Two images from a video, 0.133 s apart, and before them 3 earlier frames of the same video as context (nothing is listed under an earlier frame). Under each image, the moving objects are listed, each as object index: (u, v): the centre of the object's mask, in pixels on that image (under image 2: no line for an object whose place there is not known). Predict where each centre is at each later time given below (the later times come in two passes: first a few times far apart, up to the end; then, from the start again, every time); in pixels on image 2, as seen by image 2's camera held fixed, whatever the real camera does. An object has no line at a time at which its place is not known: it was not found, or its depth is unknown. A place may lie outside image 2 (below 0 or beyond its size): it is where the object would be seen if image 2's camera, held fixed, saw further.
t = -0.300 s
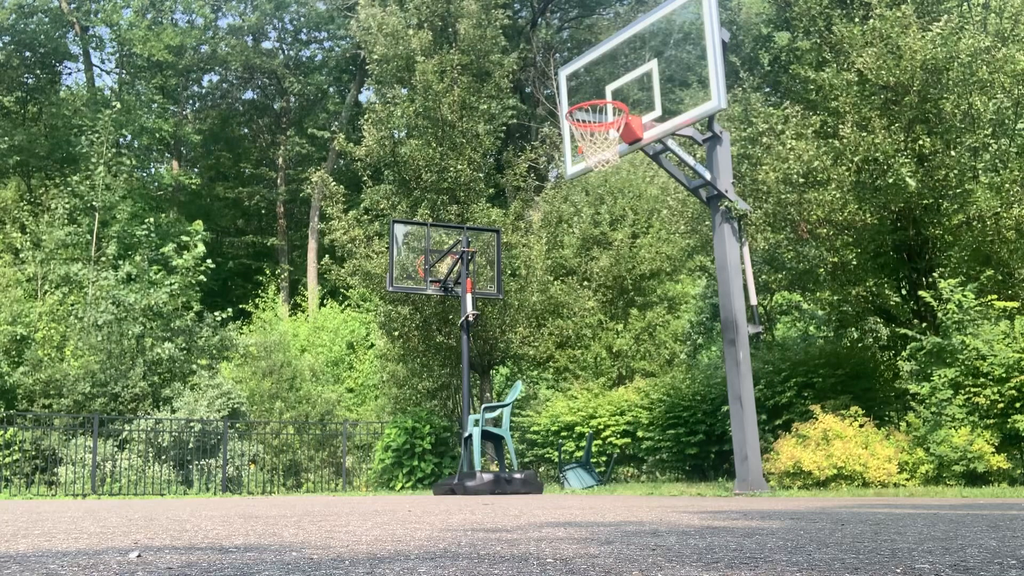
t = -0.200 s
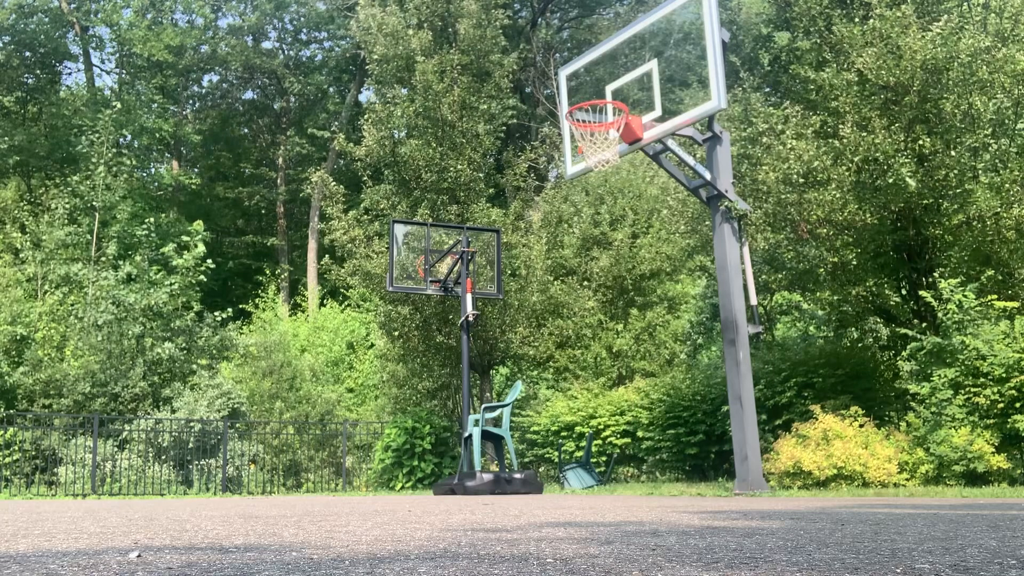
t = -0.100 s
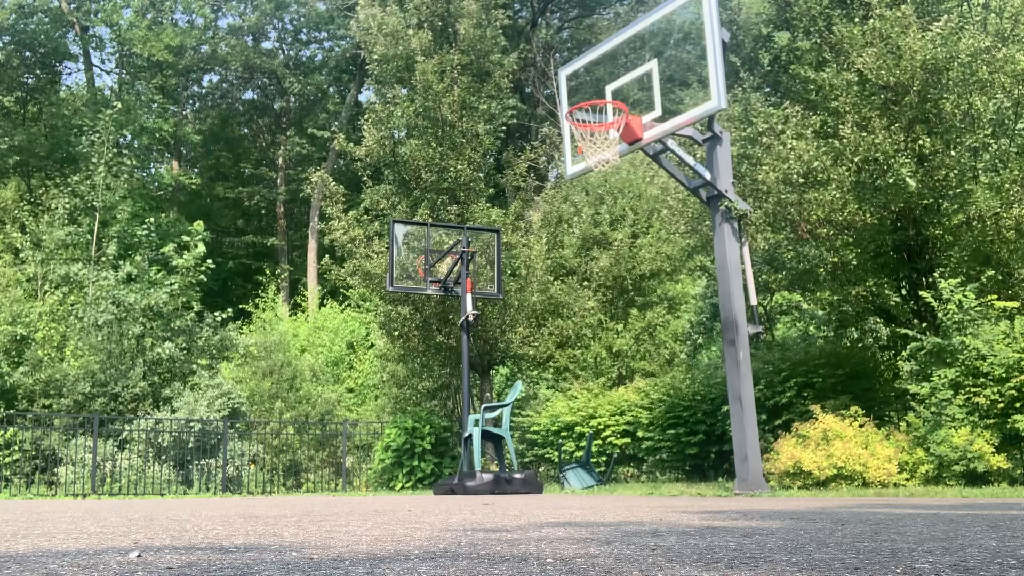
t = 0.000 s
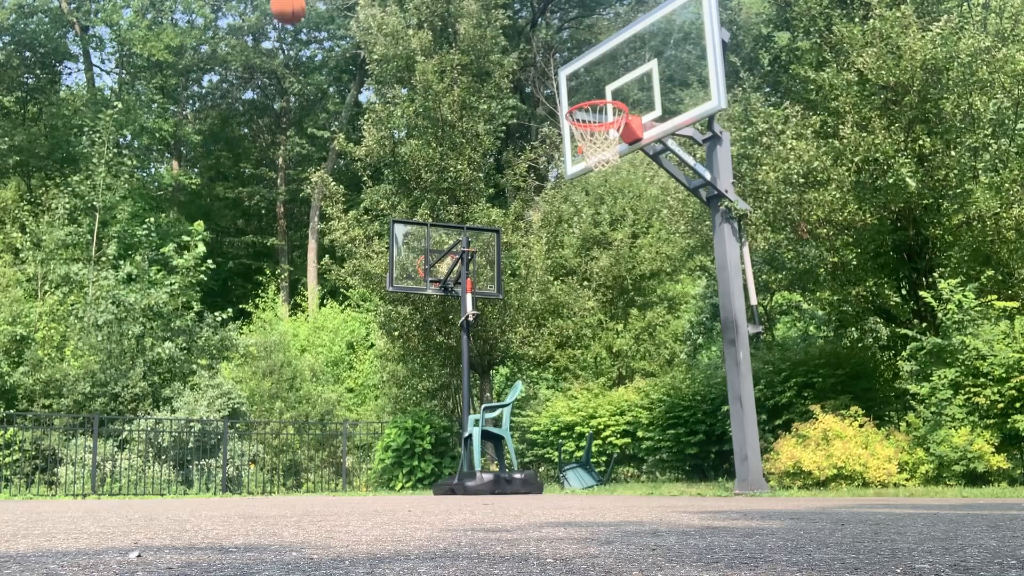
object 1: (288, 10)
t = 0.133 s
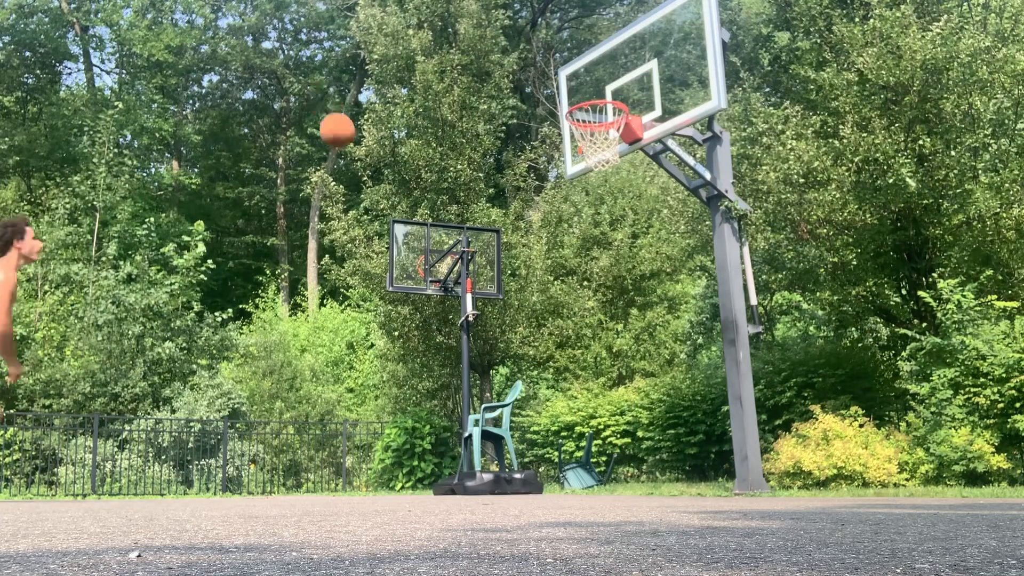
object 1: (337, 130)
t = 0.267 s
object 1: (385, 275)
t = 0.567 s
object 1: (464, 350)
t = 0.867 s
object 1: (503, 167)
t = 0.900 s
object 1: (508, 155)
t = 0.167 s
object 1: (349, 165)
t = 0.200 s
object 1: (361, 199)
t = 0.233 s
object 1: (373, 236)
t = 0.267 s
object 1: (385, 275)
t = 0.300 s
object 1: (397, 315)
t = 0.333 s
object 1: (409, 356)
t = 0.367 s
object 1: (422, 399)
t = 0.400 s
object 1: (434, 444)
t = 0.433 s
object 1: (444, 481)
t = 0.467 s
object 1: (449, 445)
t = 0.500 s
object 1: (454, 411)
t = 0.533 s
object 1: (459, 378)
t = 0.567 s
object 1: (464, 350)
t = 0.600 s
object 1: (468, 322)
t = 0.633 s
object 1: (473, 297)
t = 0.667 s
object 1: (477, 273)
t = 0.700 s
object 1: (482, 251)
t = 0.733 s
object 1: (486, 231)
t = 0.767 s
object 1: (490, 212)
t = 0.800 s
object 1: (495, 196)
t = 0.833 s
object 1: (499, 181)
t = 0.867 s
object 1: (503, 167)
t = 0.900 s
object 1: (508, 155)
